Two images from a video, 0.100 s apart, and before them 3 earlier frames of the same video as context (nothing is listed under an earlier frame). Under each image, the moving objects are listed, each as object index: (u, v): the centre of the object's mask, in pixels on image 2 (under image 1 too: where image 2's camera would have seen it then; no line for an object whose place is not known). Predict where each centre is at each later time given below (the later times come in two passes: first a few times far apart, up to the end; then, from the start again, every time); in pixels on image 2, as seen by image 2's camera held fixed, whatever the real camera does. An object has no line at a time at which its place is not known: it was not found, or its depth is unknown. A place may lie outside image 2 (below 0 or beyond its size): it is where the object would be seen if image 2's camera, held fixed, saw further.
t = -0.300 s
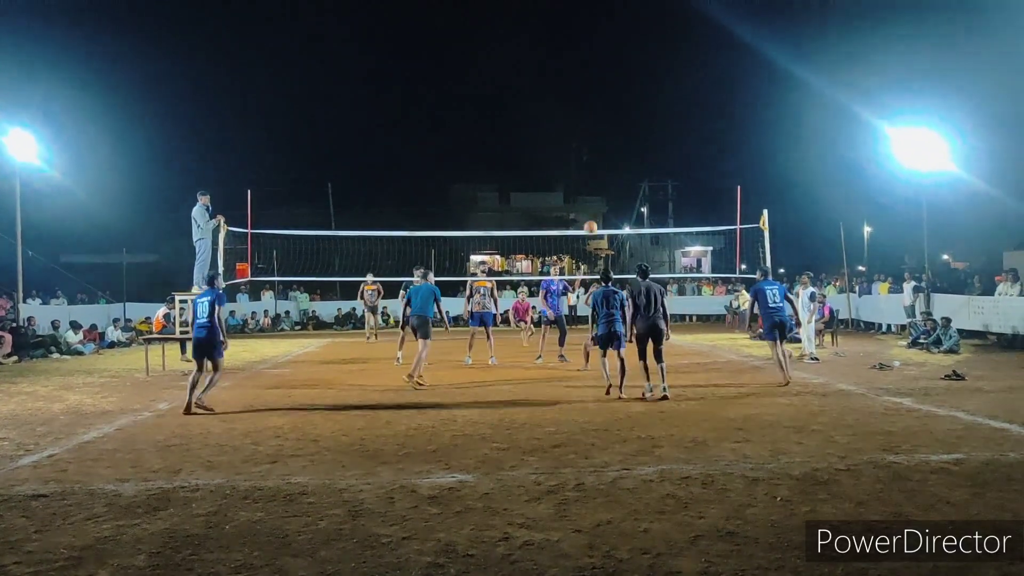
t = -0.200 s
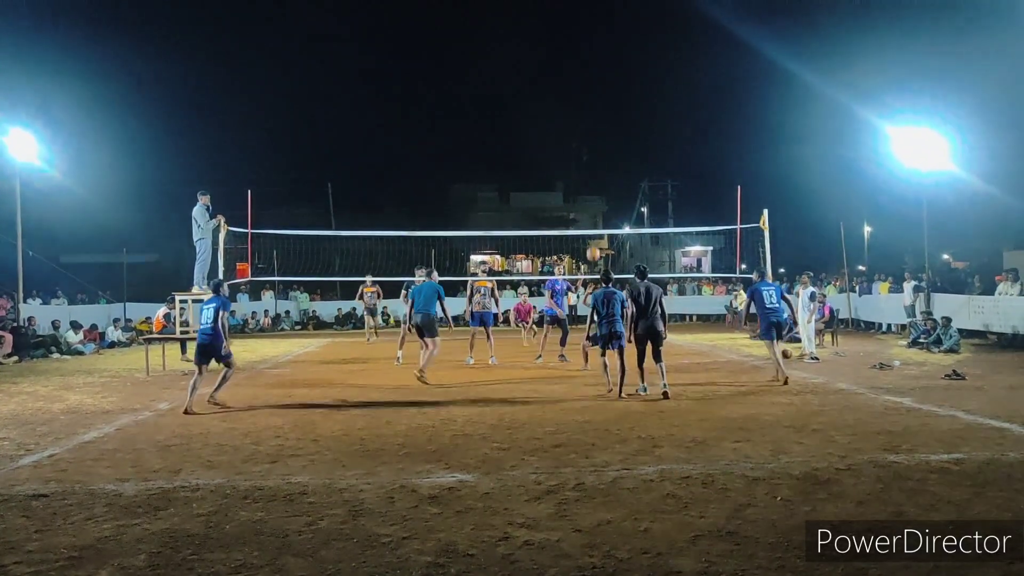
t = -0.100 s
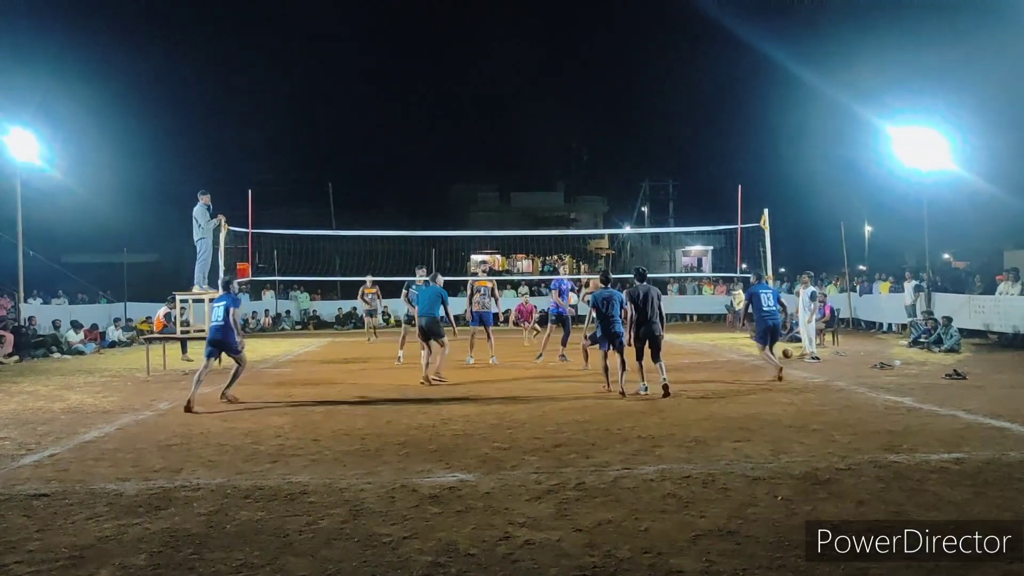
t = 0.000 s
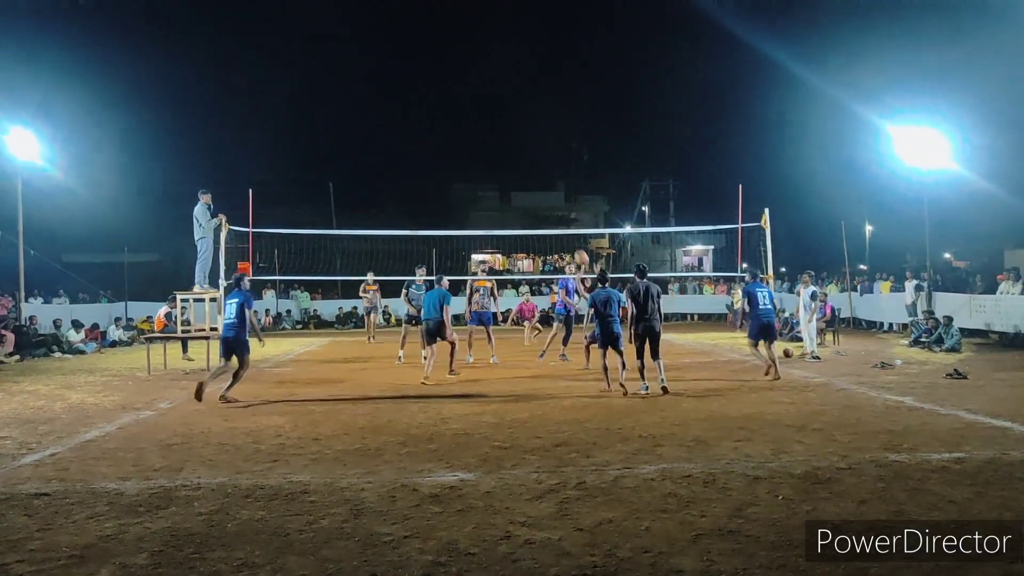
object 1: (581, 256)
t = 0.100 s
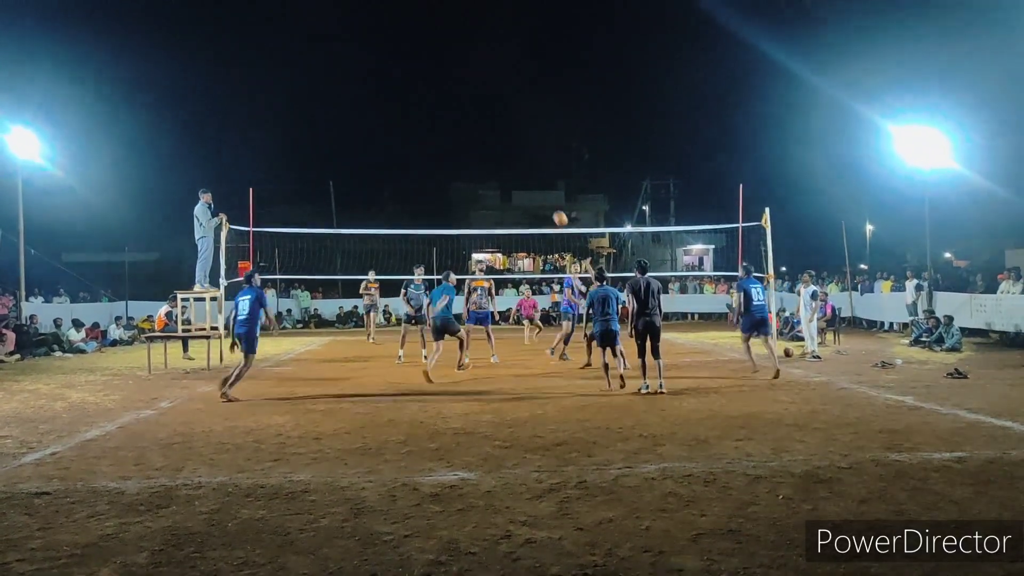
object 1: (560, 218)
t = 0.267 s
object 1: (522, 167)
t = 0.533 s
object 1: (469, 120)
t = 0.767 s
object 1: (422, 111)
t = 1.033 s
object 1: (369, 140)
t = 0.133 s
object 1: (553, 207)
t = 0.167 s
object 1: (546, 196)
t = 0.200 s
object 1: (538, 186)
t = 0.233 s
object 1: (531, 177)
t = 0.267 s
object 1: (522, 167)
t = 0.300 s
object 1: (517, 160)
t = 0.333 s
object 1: (510, 152)
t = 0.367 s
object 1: (503, 145)
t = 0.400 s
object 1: (496, 139)
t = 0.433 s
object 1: (489, 133)
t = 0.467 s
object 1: (482, 129)
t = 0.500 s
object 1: (476, 124)
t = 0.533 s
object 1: (469, 120)
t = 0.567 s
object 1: (462, 117)
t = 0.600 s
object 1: (455, 115)
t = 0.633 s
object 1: (448, 113)
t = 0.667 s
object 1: (442, 112)
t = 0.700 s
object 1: (435, 111)
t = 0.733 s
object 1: (428, 111)
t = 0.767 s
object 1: (422, 111)
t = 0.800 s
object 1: (416, 113)
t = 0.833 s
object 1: (409, 115)
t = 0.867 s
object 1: (402, 117)
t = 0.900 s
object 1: (396, 120)
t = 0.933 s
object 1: (389, 124)
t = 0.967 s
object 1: (382, 129)
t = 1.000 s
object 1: (376, 134)
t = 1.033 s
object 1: (369, 140)
